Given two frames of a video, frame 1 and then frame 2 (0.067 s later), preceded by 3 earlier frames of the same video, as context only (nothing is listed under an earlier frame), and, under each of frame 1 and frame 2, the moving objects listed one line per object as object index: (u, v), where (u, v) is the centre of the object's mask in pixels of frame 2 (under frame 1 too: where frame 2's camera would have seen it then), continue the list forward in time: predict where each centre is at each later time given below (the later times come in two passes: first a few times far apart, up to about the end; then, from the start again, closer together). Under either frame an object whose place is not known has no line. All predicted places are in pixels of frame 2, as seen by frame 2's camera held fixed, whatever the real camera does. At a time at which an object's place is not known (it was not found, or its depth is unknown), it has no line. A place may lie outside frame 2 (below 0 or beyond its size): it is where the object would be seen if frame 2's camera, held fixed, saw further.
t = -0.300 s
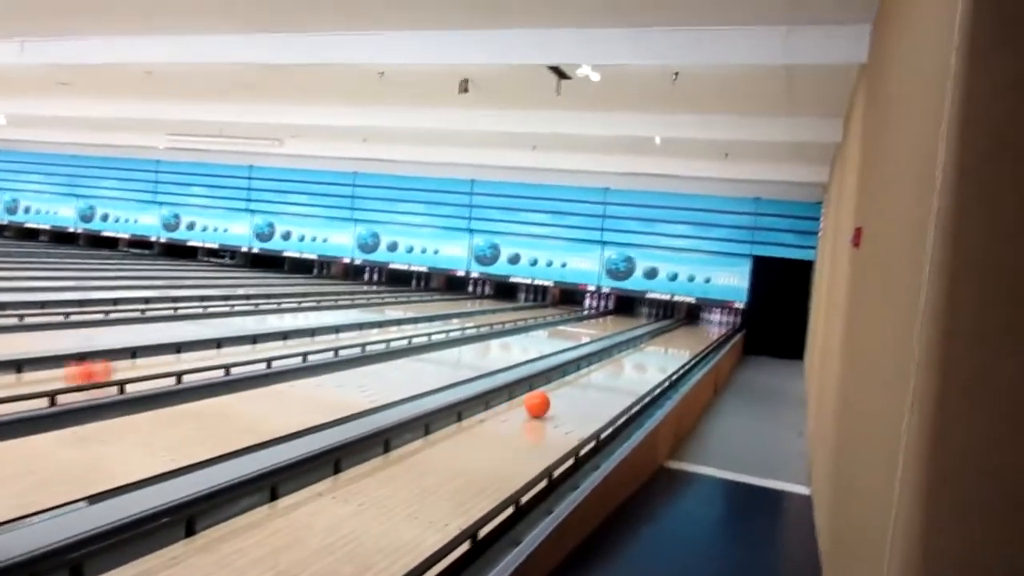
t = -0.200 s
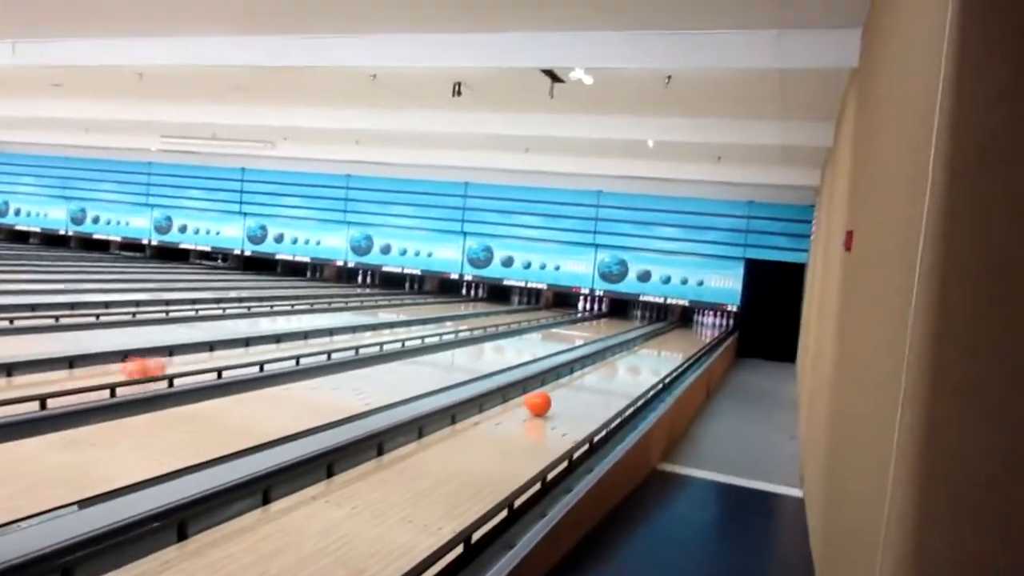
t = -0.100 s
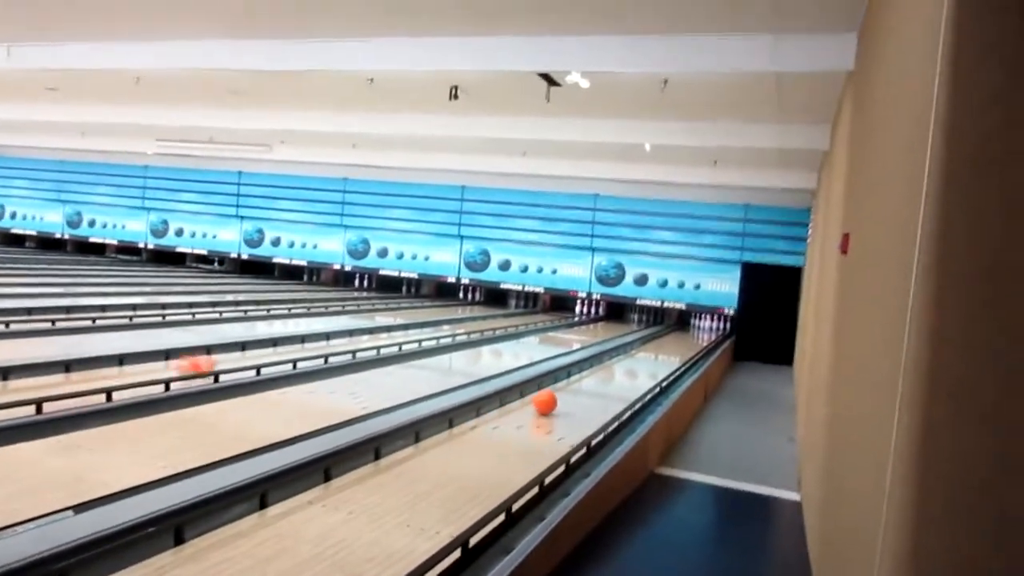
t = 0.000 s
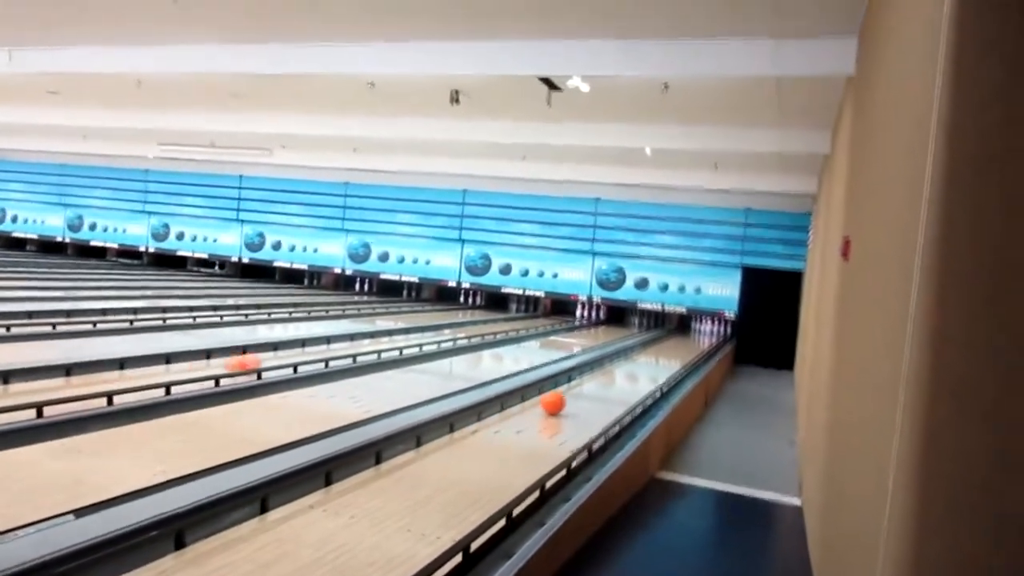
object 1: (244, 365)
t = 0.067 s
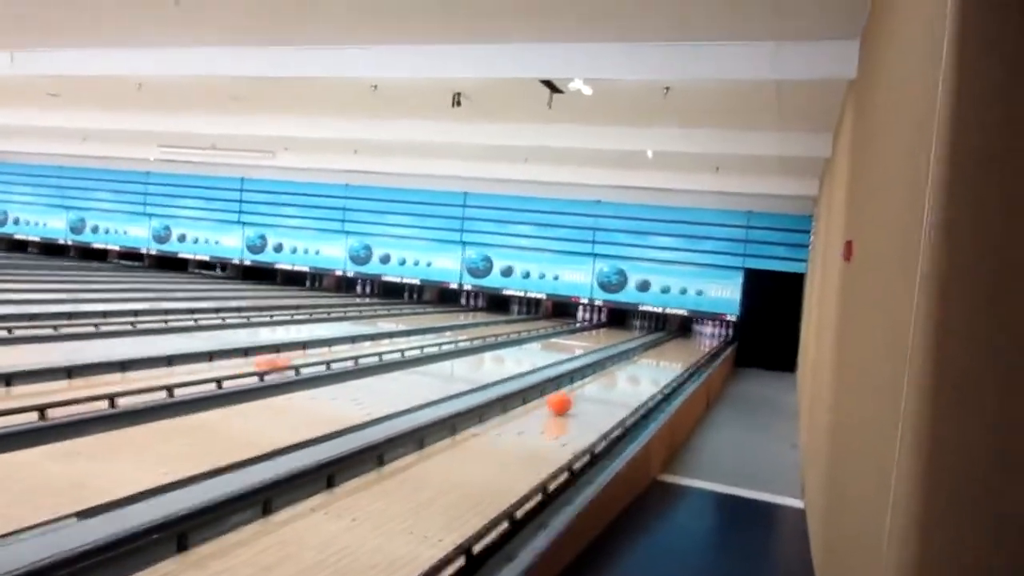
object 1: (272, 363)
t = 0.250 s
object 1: (331, 355)
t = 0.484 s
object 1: (384, 345)
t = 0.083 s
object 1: (278, 361)
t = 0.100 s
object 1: (285, 361)
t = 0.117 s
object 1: (289, 359)
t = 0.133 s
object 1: (294, 359)
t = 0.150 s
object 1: (302, 358)
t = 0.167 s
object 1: (305, 357)
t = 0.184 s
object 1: (310, 357)
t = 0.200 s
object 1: (318, 356)
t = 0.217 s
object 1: (323, 357)
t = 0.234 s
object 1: (328, 355)
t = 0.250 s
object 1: (331, 355)
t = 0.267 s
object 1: (338, 355)
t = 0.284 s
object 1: (342, 352)
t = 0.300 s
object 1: (355, 353)
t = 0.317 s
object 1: (351, 353)
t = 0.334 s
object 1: (358, 353)
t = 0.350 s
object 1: (360, 351)
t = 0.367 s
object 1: (363, 351)
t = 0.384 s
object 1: (362, 348)
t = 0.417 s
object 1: (377, 346)
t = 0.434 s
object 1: (371, 349)
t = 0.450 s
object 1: (381, 345)
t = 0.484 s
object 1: (384, 345)
